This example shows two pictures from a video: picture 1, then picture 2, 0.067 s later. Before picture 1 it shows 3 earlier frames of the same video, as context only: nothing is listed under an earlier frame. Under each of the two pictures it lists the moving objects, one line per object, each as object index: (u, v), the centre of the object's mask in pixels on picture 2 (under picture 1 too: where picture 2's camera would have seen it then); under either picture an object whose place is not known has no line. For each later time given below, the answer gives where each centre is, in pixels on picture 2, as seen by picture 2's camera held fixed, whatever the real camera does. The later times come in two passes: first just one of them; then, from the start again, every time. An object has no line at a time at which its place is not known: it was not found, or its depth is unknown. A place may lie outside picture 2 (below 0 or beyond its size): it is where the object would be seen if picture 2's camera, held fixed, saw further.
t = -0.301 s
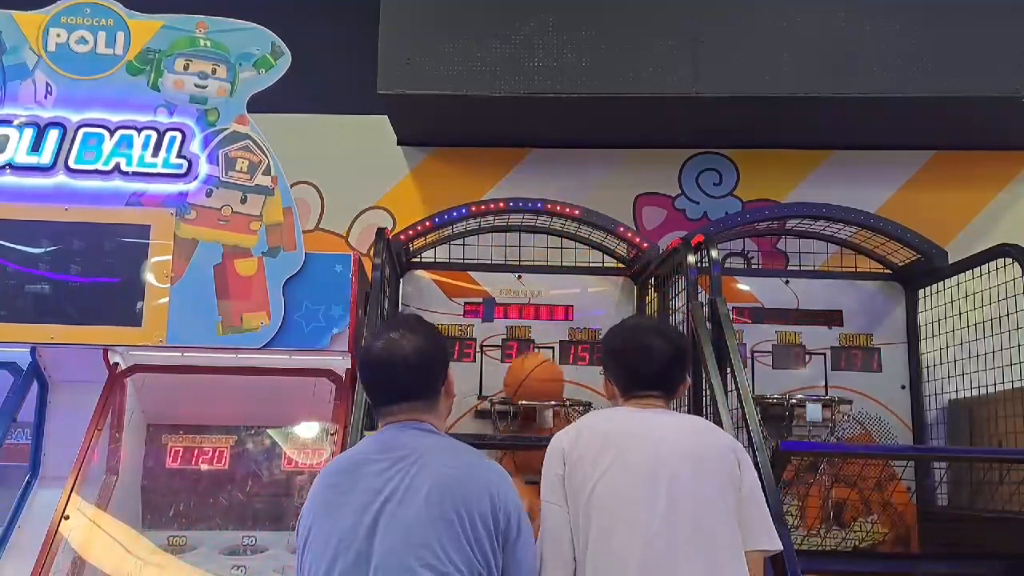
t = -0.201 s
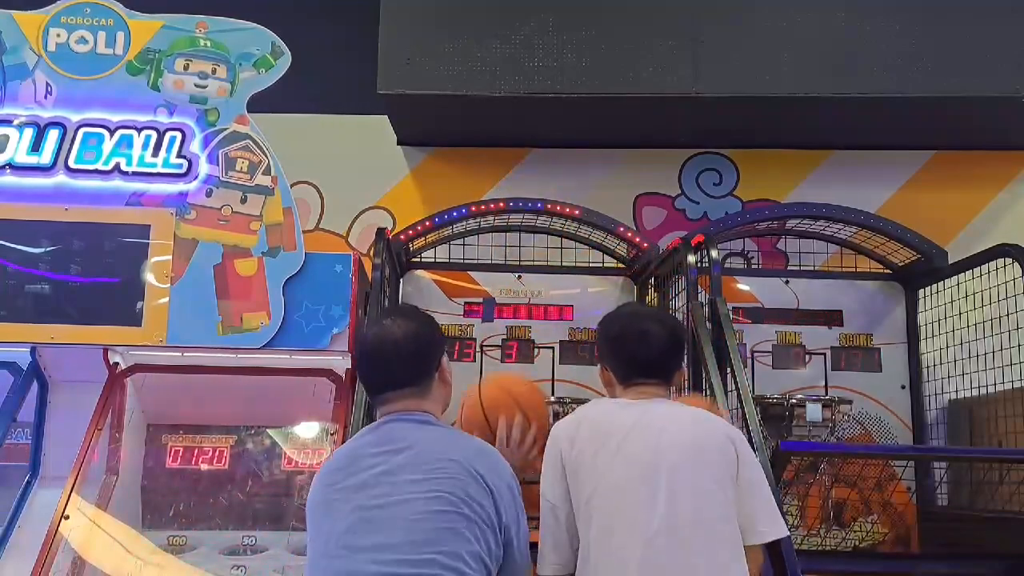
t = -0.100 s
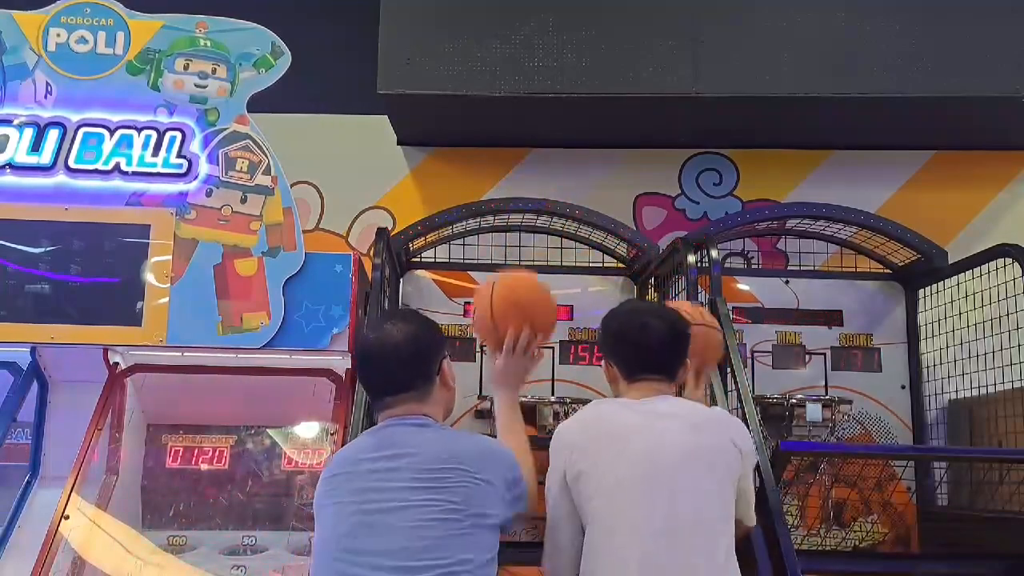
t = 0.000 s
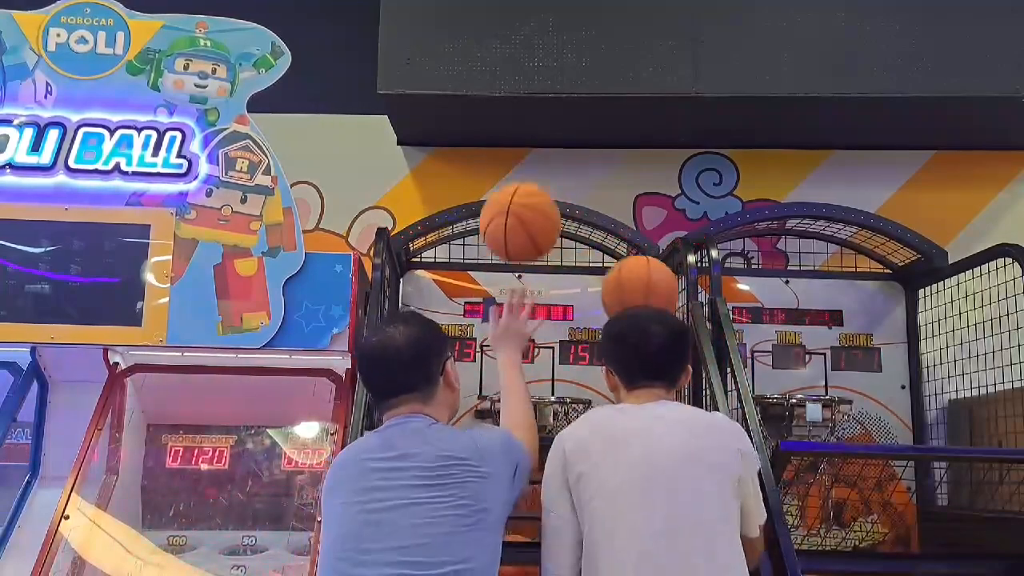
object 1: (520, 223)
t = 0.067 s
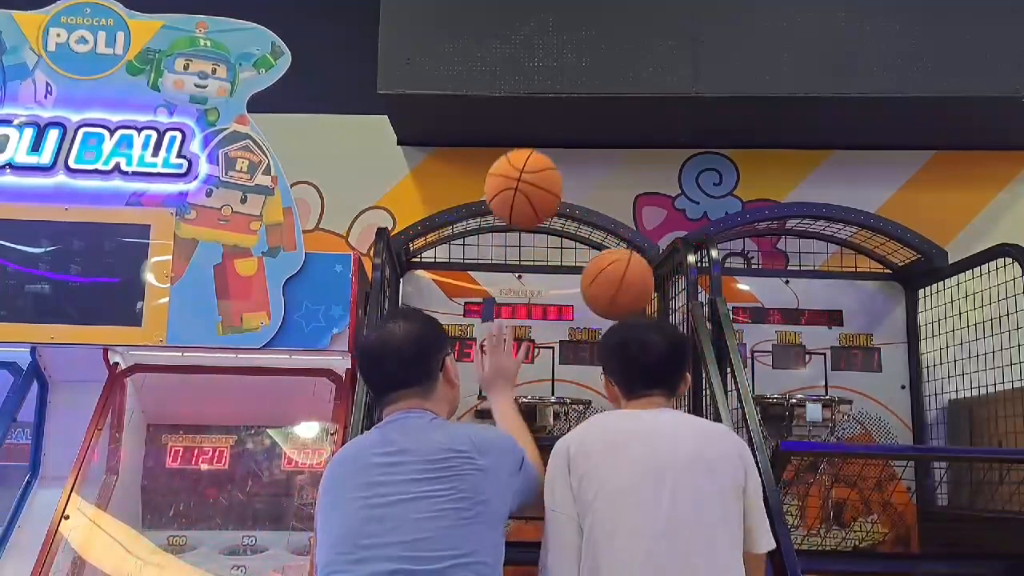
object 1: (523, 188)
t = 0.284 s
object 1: (531, 184)
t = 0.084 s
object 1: (524, 182)
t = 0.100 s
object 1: (524, 178)
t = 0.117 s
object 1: (526, 174)
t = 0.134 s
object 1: (526, 171)
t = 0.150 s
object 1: (526, 170)
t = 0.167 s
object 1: (527, 169)
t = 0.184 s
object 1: (528, 169)
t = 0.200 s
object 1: (528, 170)
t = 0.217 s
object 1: (529, 171)
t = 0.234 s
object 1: (530, 172)
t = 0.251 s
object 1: (530, 175)
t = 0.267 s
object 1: (531, 179)
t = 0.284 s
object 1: (531, 184)
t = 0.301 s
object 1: (532, 190)
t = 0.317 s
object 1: (531, 196)
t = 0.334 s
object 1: (532, 204)
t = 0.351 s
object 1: (532, 212)
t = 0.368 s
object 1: (533, 221)
